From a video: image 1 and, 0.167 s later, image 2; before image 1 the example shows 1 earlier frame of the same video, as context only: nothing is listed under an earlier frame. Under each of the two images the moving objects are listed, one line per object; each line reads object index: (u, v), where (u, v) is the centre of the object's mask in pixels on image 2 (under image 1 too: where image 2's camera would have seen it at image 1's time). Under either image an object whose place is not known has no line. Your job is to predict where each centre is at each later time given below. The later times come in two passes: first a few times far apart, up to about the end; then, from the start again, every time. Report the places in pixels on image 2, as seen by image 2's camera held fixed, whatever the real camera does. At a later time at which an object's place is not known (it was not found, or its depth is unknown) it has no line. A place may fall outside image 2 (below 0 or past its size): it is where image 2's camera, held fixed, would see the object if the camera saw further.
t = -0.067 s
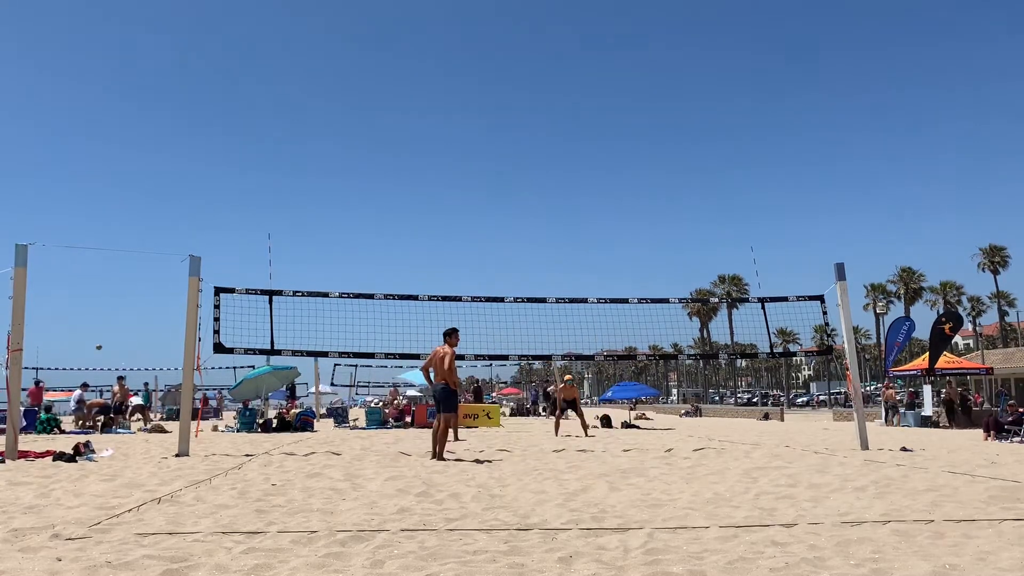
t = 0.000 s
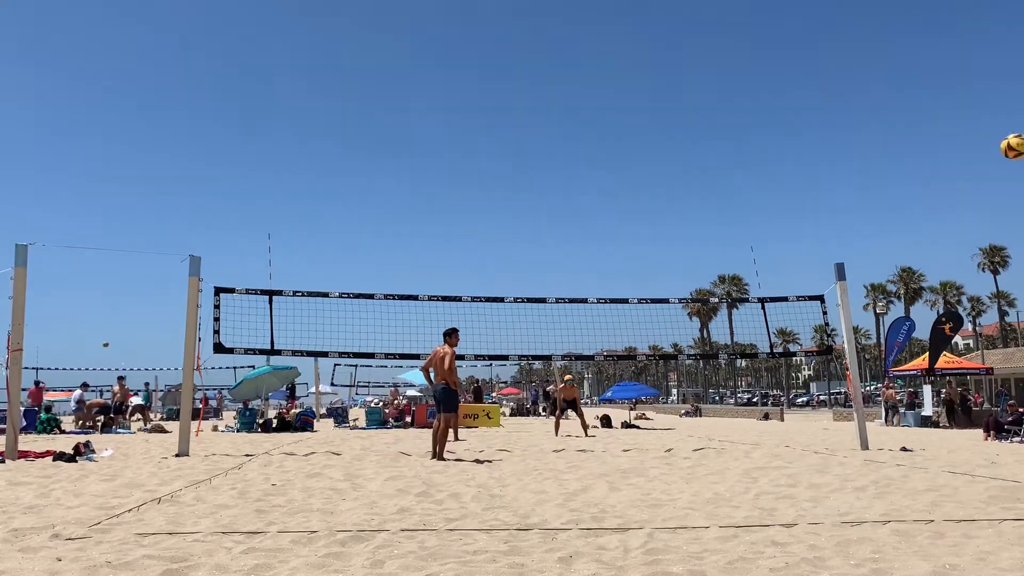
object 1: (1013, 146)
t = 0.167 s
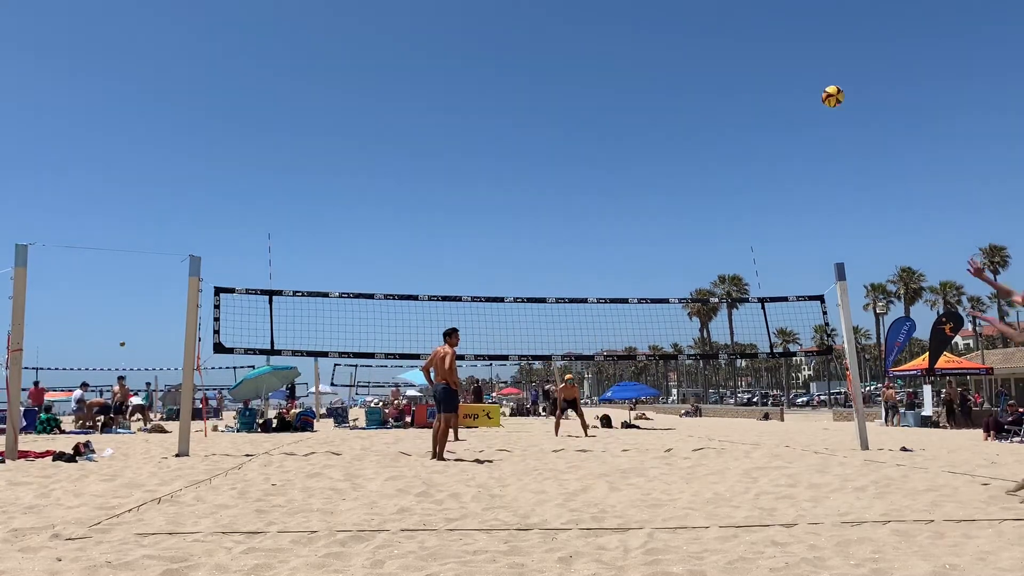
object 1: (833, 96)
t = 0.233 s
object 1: (778, 87)
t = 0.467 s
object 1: (636, 87)
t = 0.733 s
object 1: (534, 131)
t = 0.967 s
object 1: (479, 188)
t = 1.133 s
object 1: (453, 238)
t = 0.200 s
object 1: (804, 91)
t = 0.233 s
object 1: (778, 87)
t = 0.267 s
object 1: (753, 84)
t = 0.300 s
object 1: (731, 82)
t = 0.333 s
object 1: (709, 81)
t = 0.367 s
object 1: (689, 81)
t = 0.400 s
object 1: (670, 82)
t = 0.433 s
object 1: (653, 84)
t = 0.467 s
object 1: (636, 87)
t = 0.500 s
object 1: (620, 90)
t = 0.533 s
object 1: (606, 95)
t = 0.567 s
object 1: (592, 100)
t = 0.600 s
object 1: (579, 105)
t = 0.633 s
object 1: (567, 111)
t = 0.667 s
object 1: (555, 118)
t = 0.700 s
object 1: (545, 124)
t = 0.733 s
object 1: (534, 131)
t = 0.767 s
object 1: (524, 138)
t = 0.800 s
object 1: (516, 145)
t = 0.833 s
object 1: (507, 153)
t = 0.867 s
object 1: (500, 162)
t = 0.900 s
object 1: (493, 170)
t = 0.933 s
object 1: (486, 179)
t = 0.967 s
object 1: (479, 188)
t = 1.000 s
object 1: (473, 198)
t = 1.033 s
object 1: (467, 208)
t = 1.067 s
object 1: (462, 218)
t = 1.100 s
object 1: (457, 228)
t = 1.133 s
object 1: (453, 238)
